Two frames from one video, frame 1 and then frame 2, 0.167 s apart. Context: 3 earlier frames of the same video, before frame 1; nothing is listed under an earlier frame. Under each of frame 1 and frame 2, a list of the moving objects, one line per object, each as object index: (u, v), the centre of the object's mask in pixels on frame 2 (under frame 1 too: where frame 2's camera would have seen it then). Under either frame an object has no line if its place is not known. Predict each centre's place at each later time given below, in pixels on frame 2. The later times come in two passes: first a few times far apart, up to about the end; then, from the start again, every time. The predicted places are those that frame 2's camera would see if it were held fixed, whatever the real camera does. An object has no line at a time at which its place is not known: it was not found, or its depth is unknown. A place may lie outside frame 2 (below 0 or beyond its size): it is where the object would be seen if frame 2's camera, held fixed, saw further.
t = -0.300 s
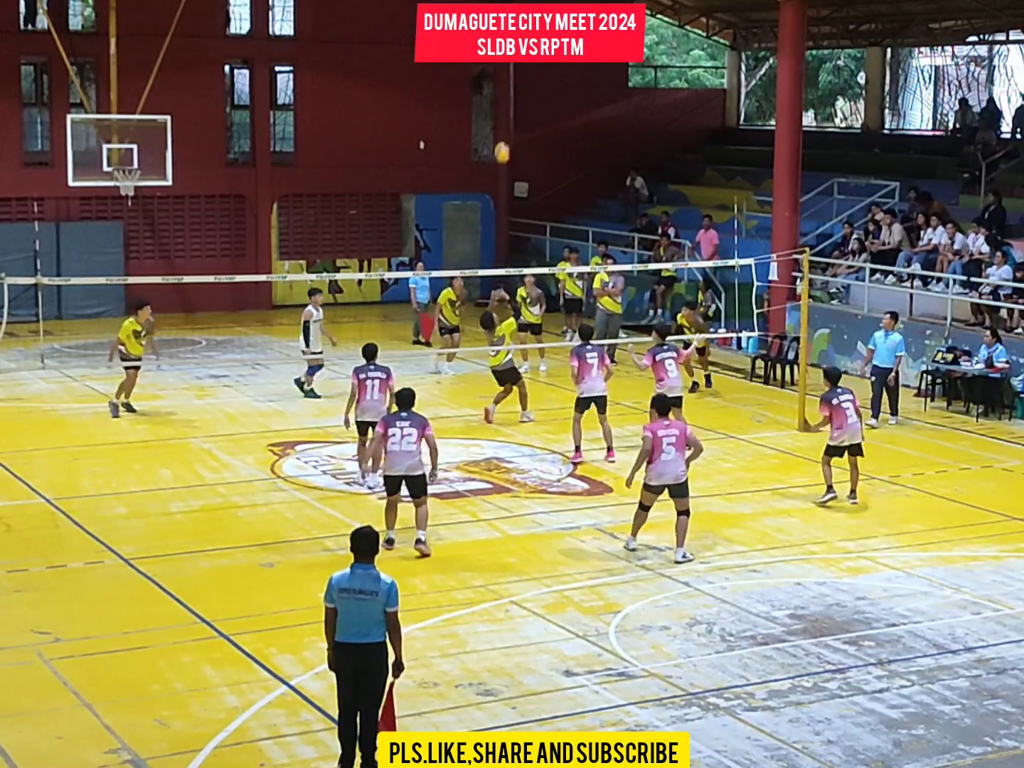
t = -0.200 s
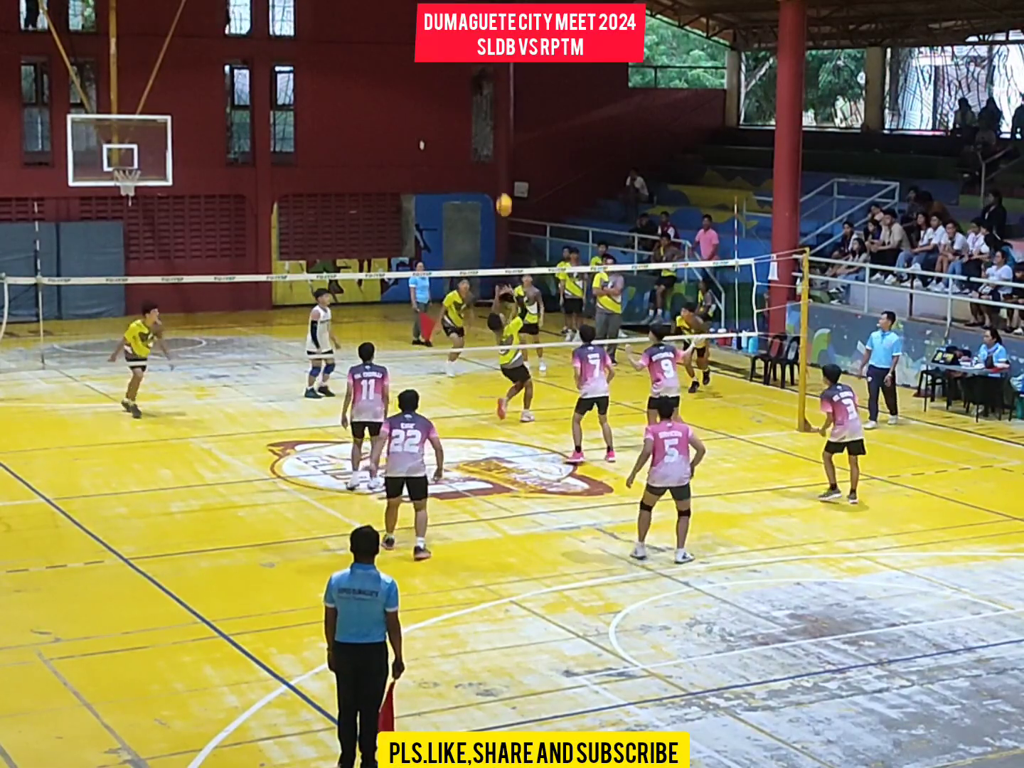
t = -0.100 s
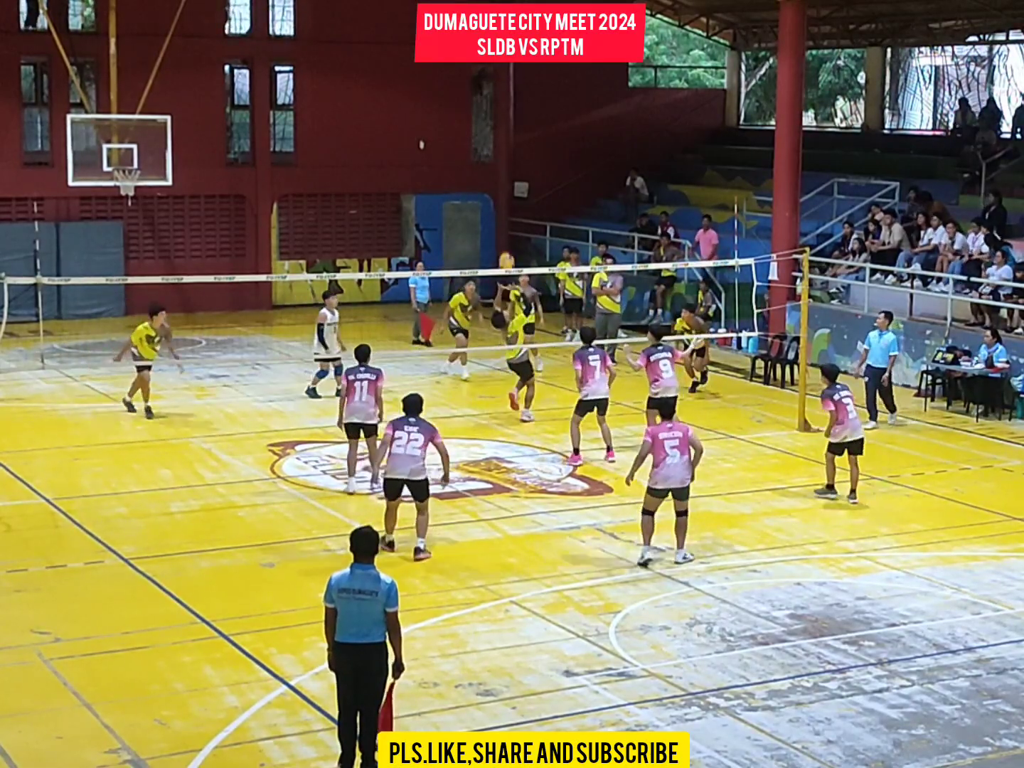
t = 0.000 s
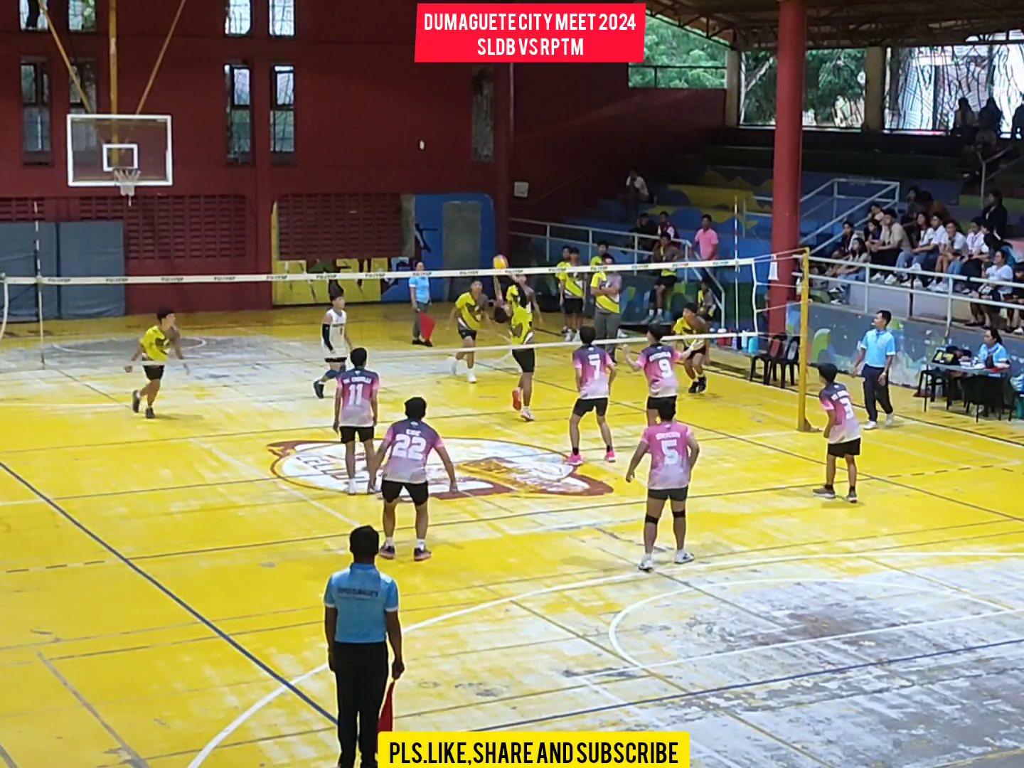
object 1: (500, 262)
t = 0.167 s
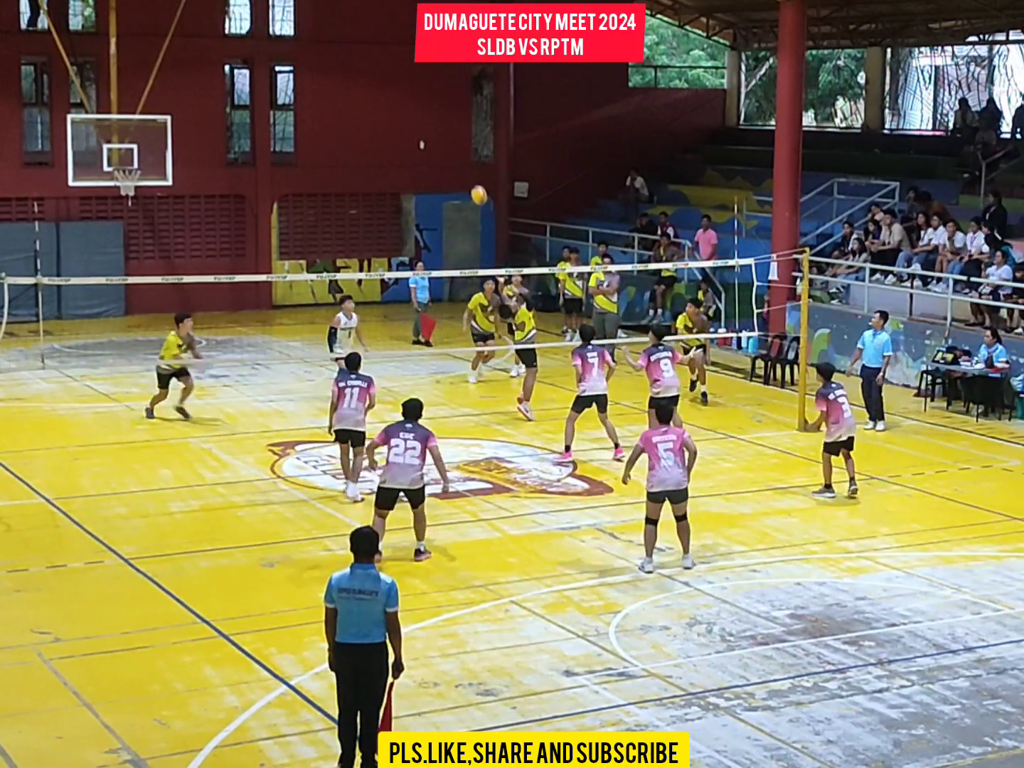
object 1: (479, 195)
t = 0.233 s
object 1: (470, 173)
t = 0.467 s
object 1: (440, 122)
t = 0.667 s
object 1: (414, 110)
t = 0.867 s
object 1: (387, 129)
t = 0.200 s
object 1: (474, 184)
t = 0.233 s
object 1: (470, 173)
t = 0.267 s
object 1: (466, 163)
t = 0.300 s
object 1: (461, 154)
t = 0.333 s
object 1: (457, 146)
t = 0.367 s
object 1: (453, 139)
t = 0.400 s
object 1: (448, 132)
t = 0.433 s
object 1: (444, 126)
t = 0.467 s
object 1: (440, 122)
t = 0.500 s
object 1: (435, 117)
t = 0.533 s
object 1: (431, 114)
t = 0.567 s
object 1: (427, 112)
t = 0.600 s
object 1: (422, 110)
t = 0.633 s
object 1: (418, 109)
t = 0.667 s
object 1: (414, 110)
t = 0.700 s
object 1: (409, 110)
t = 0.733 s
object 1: (405, 112)
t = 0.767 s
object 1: (400, 115)
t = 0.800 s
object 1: (396, 119)
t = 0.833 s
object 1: (392, 123)
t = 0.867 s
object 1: (387, 129)
